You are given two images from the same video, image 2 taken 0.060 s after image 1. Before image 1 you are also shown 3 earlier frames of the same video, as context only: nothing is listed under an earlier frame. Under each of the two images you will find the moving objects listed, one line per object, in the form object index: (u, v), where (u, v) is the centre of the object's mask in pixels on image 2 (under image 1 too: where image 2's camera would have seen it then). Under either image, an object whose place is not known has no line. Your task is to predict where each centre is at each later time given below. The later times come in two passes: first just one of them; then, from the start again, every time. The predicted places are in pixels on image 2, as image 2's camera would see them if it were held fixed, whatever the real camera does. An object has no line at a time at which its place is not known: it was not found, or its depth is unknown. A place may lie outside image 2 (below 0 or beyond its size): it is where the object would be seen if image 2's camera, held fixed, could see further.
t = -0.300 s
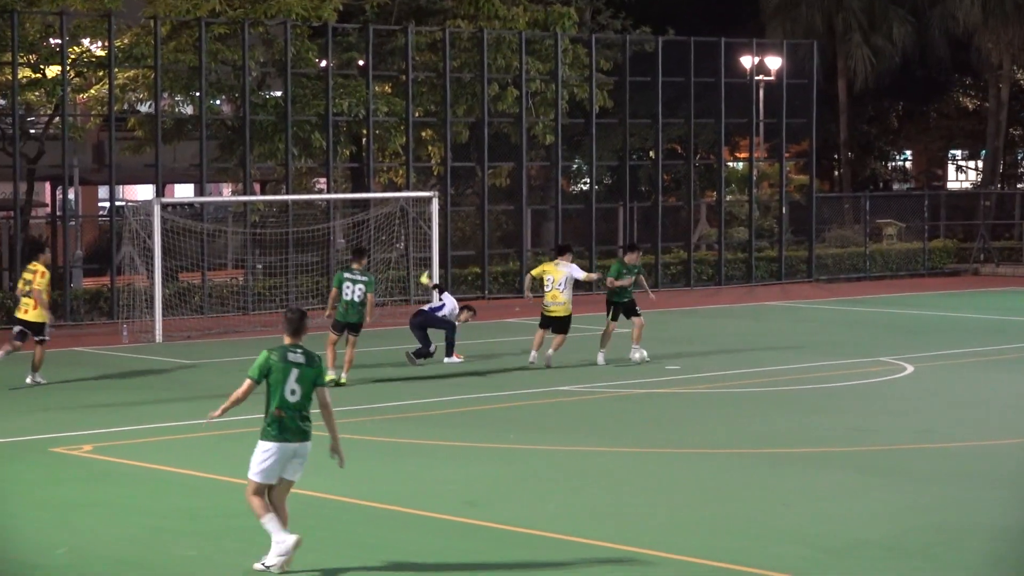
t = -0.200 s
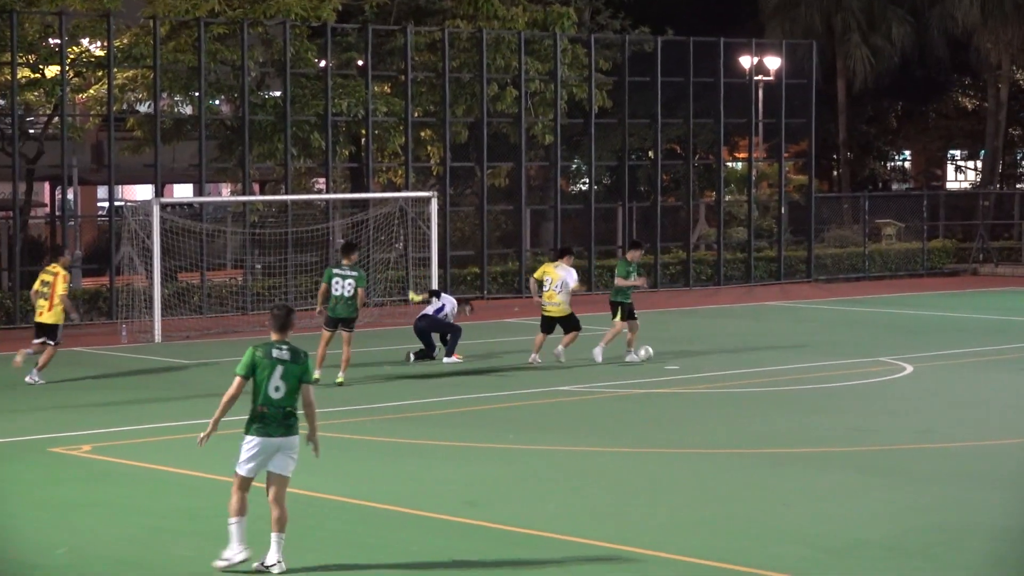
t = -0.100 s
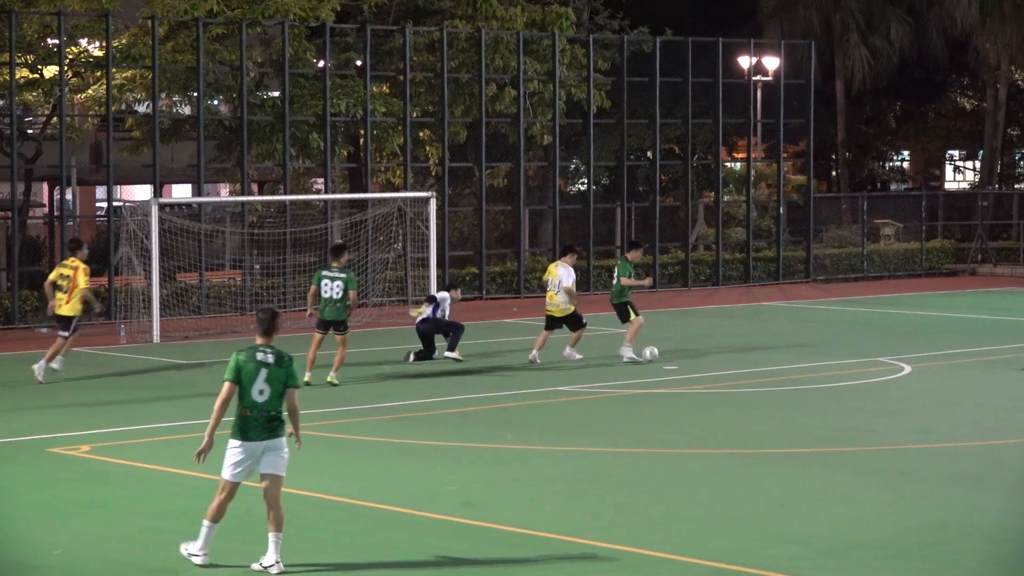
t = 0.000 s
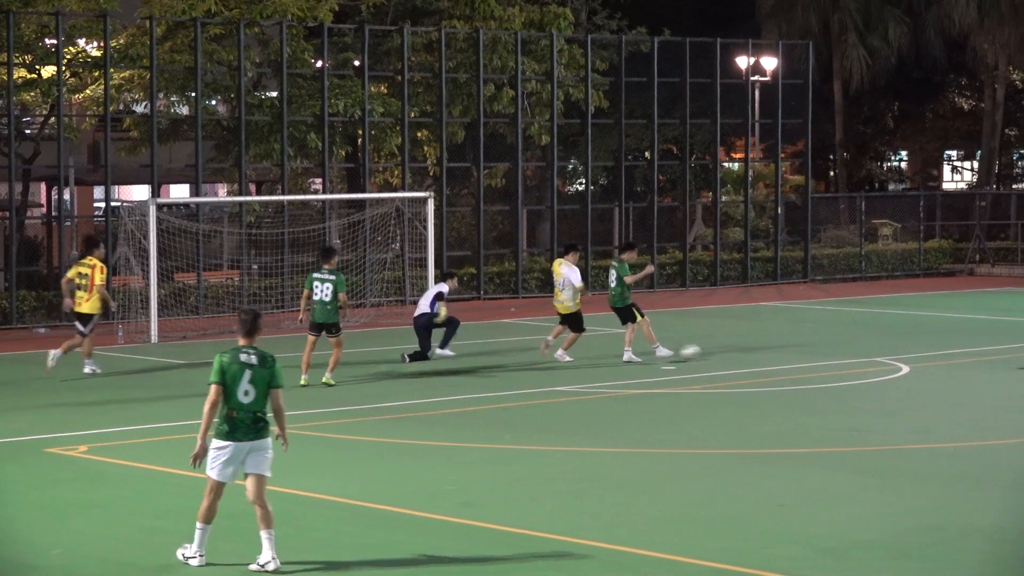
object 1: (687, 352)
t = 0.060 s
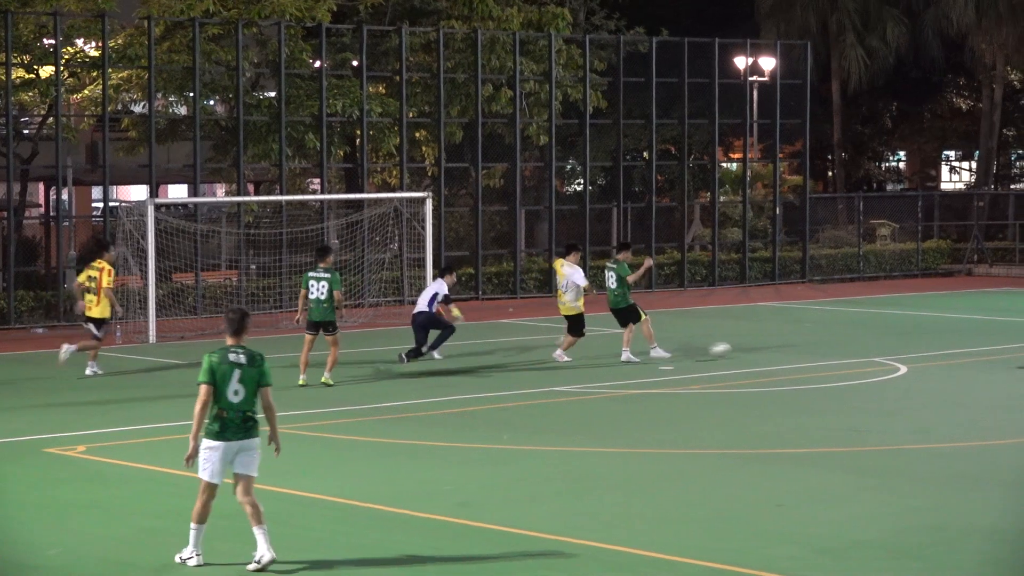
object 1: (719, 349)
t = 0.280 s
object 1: (819, 345)
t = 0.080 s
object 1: (730, 348)
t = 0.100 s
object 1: (741, 349)
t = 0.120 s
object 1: (752, 349)
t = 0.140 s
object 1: (760, 348)
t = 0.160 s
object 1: (769, 347)
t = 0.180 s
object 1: (778, 346)
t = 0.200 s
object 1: (787, 347)
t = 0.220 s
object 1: (795, 346)
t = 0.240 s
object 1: (804, 347)
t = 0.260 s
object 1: (812, 347)
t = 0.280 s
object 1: (819, 345)
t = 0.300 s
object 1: (826, 344)
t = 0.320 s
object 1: (833, 343)
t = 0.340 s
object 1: (840, 343)
